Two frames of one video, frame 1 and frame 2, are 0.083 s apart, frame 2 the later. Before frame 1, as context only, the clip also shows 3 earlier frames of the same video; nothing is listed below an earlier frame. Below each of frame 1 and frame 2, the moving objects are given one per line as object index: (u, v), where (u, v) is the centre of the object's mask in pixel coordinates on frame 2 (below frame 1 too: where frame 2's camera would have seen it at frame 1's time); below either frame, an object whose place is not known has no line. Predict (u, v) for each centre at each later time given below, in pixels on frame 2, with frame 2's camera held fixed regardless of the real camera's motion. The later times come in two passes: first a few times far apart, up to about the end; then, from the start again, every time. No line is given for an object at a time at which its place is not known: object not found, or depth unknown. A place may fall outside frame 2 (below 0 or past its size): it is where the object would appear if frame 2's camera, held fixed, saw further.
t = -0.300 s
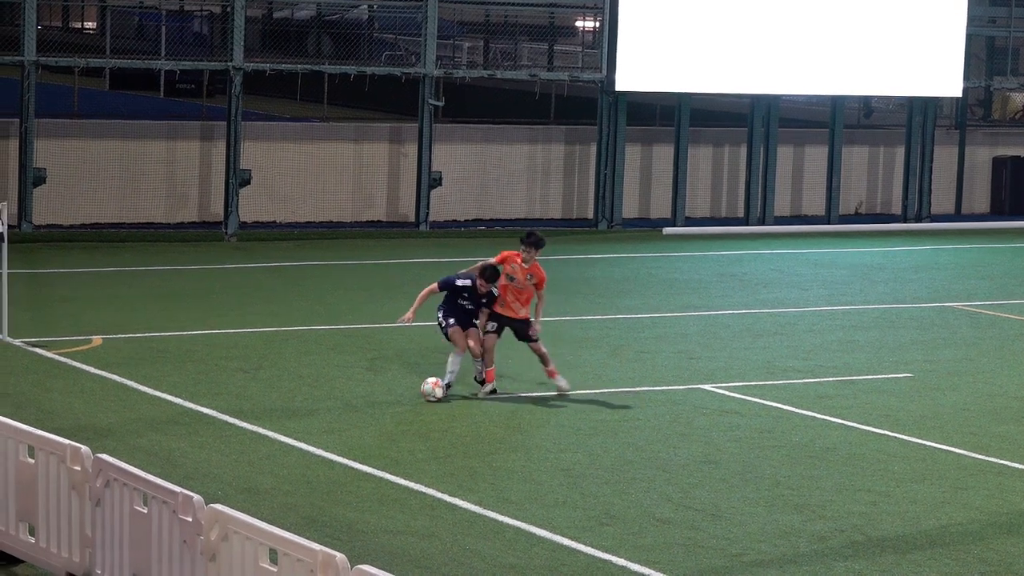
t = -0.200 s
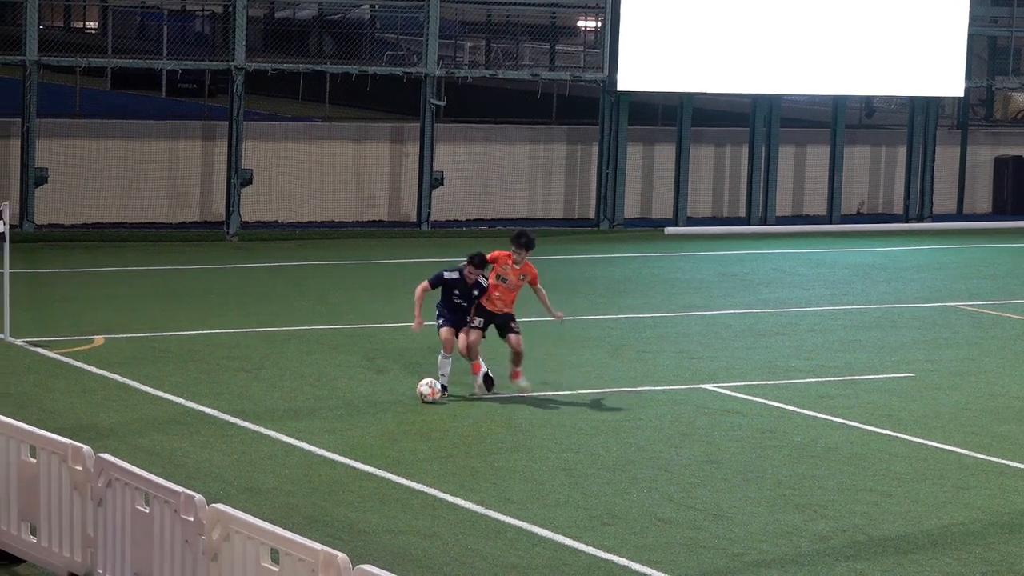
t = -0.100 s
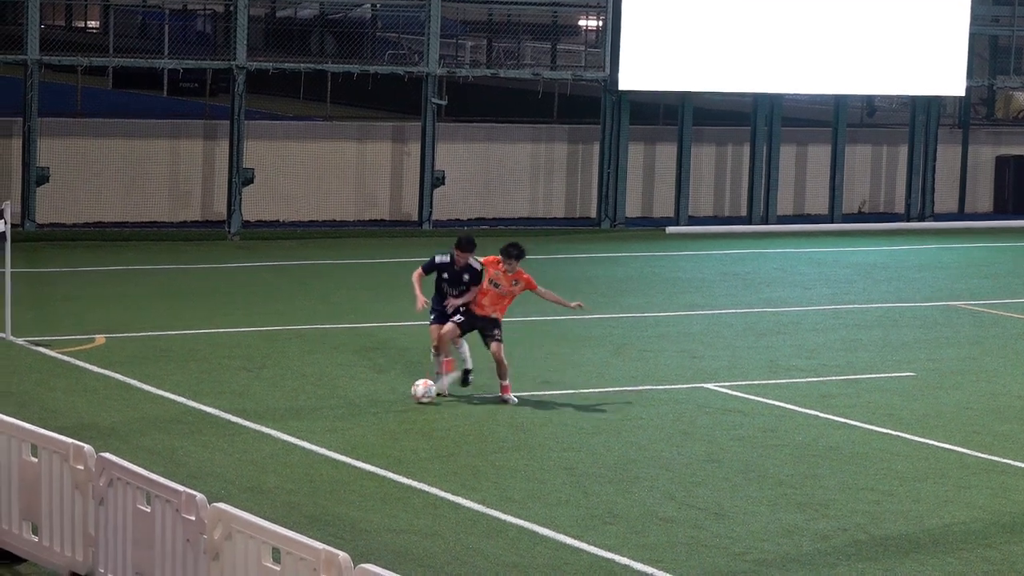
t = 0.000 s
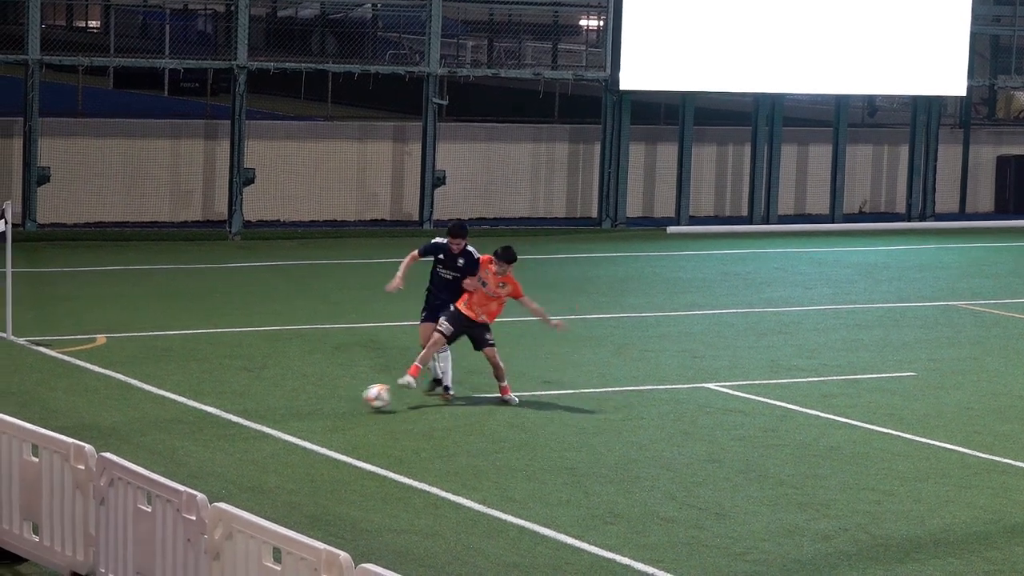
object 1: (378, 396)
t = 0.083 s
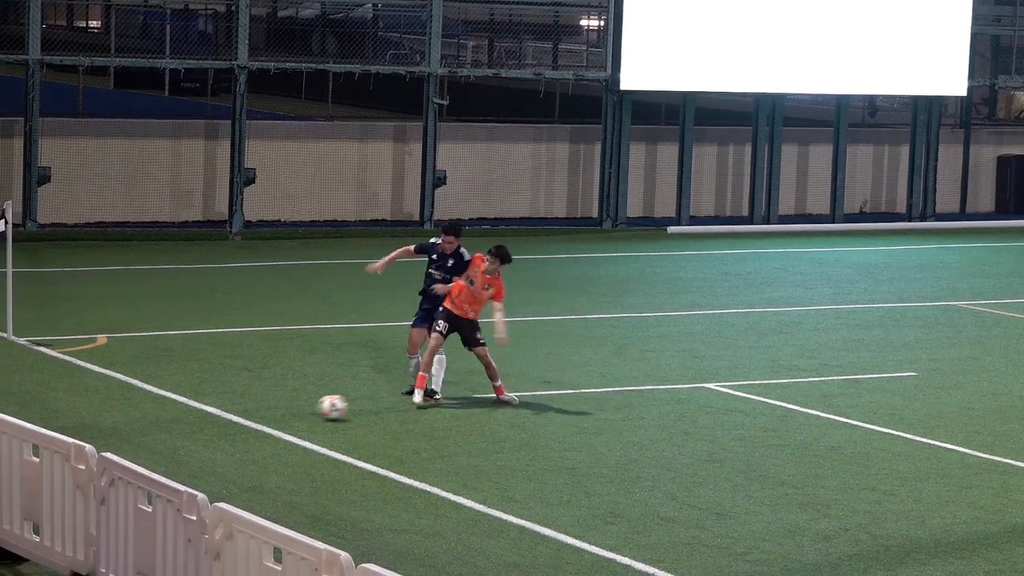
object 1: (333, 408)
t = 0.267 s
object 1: (233, 427)
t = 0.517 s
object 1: (102, 446)
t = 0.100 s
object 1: (323, 407)
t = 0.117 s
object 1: (315, 409)
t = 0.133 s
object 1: (305, 409)
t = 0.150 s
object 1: (297, 411)
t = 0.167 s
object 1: (288, 413)
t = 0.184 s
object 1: (278, 415)
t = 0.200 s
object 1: (269, 417)
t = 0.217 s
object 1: (260, 419)
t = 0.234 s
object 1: (250, 422)
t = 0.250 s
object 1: (242, 425)
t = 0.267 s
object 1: (233, 427)
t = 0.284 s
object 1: (224, 428)
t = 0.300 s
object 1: (216, 429)
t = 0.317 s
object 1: (206, 430)
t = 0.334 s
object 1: (197, 433)
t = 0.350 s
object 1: (187, 436)
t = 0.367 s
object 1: (178, 438)
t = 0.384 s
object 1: (170, 440)
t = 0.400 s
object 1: (161, 442)
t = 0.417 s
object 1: (152, 442)
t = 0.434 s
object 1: (142, 443)
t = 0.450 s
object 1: (134, 444)
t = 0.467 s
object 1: (125, 445)
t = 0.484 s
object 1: (117, 446)
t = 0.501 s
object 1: (109, 446)
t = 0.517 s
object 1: (102, 446)
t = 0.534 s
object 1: (94, 451)
